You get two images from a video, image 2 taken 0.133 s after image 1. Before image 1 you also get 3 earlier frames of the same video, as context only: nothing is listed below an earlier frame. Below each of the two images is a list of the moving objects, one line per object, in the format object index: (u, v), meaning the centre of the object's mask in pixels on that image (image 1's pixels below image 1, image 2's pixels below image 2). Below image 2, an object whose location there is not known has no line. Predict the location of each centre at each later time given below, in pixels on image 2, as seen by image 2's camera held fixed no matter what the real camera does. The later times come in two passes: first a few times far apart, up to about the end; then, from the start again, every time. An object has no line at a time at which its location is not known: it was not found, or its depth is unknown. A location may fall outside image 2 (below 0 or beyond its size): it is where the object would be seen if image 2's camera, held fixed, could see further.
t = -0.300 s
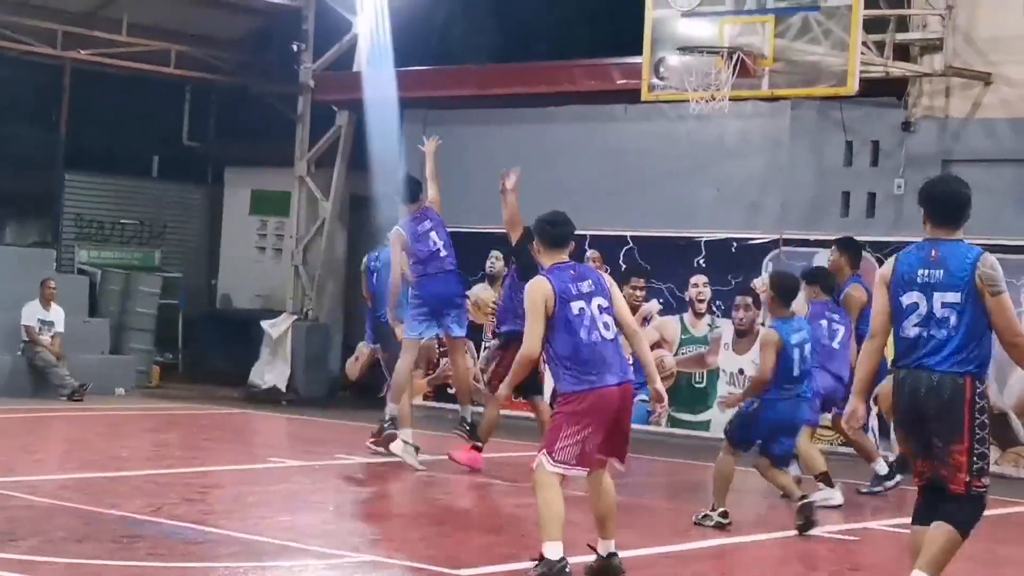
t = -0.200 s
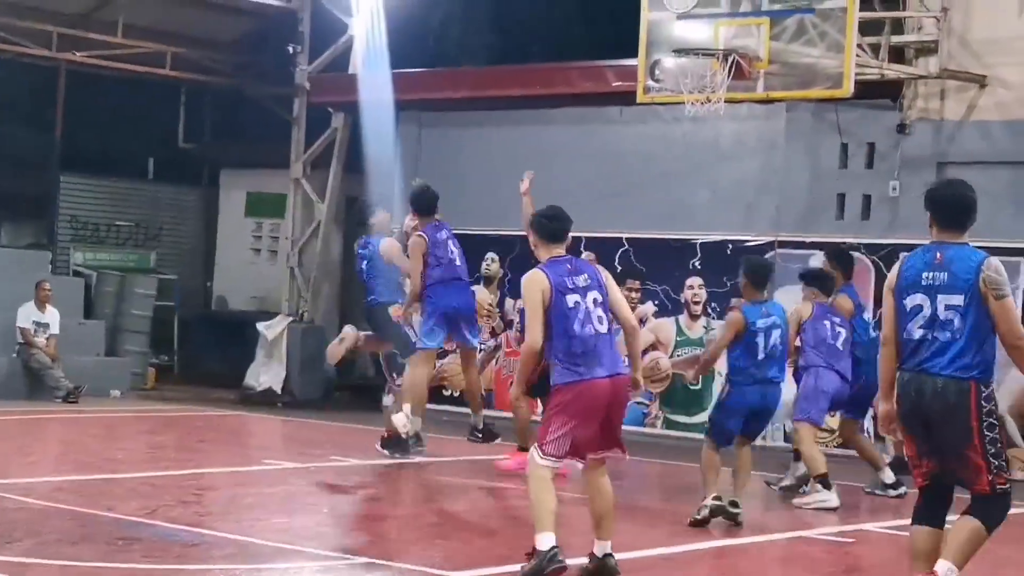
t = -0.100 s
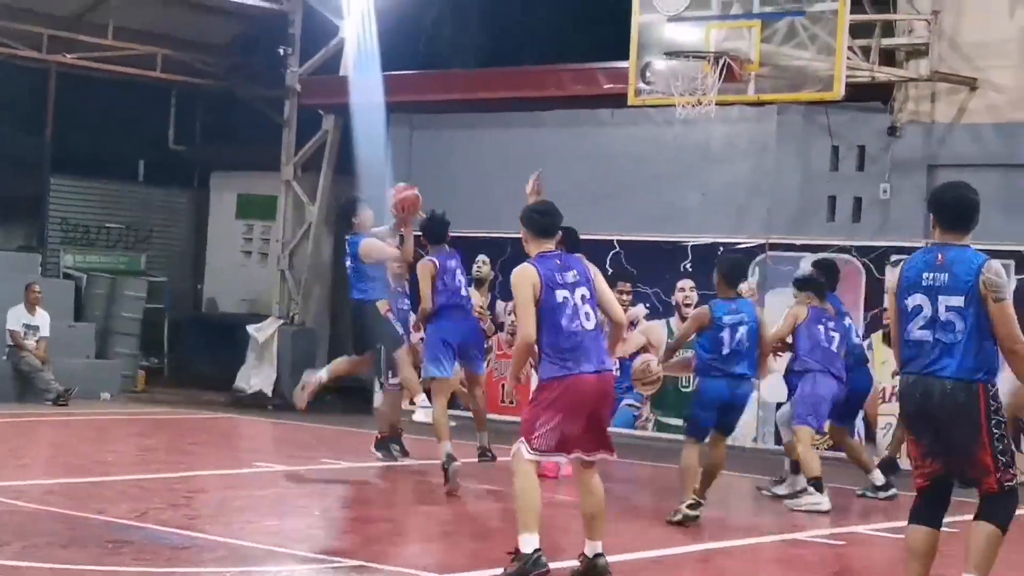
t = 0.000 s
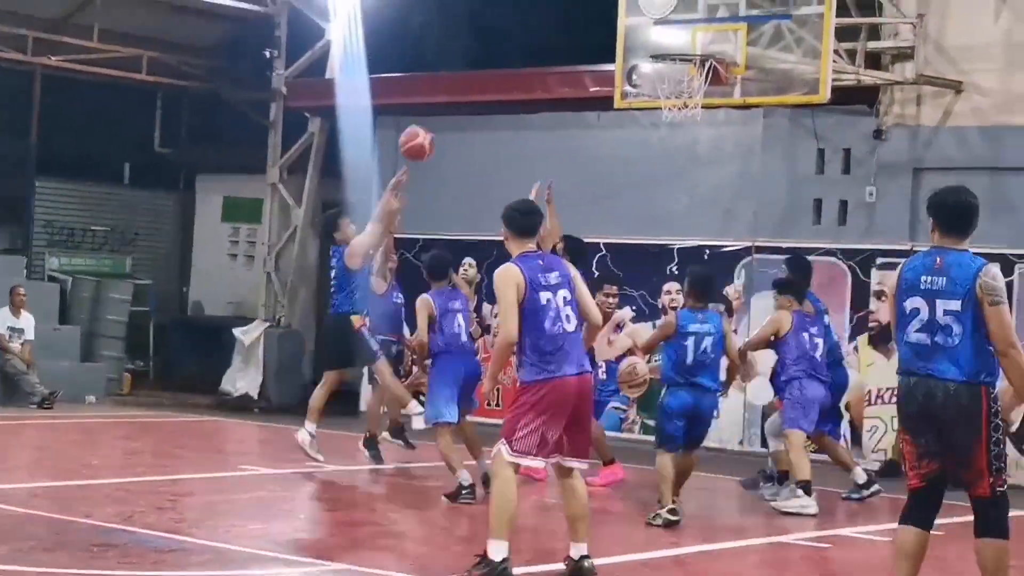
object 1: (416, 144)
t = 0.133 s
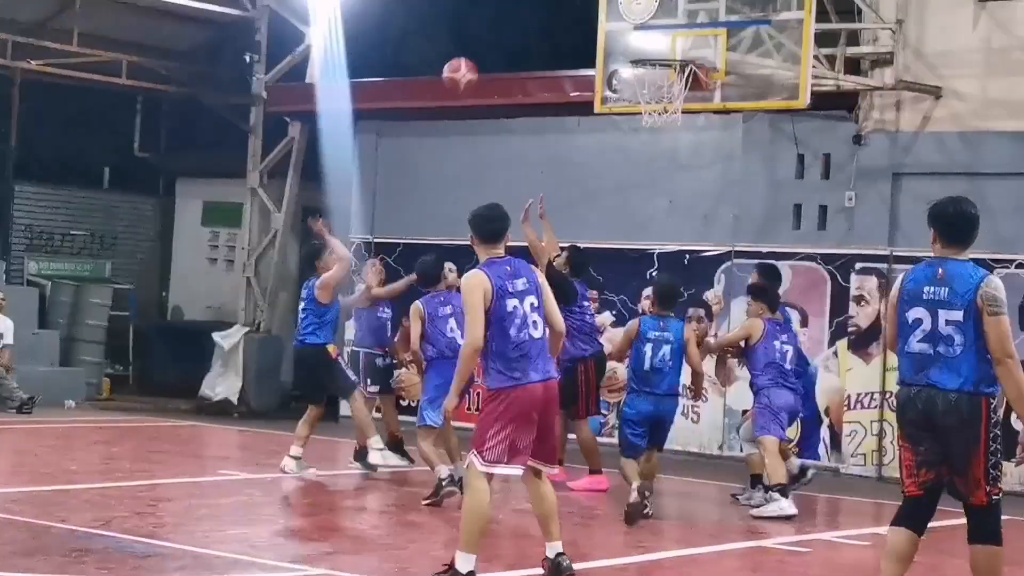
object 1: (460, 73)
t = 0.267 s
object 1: (521, 28)
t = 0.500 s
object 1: (625, 6)
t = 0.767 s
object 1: (706, 49)
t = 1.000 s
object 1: (715, 79)
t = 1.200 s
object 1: (723, 170)
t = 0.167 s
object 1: (476, 60)
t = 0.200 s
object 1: (491, 49)
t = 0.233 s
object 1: (506, 38)
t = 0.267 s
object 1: (521, 28)
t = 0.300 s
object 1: (536, 21)
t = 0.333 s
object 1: (551, 15)
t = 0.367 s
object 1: (566, 9)
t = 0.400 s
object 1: (580, 7)
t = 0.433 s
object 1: (595, 5)
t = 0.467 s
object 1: (610, 4)
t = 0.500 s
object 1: (625, 6)
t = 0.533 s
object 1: (639, 9)
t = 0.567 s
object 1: (653, 14)
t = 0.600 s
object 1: (668, 20)
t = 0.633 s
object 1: (675, 24)
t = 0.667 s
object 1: (688, 32)
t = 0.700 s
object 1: (701, 43)
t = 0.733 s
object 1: (704, 49)
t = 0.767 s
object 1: (706, 49)
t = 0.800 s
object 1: (709, 49)
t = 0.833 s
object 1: (711, 50)
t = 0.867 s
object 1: (711, 52)
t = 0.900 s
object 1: (713, 56)
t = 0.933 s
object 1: (714, 62)
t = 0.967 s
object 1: (715, 71)
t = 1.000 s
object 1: (715, 79)
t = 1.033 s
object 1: (716, 89)
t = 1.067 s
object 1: (718, 102)
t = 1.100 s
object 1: (719, 118)
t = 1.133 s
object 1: (719, 134)
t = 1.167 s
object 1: (721, 152)
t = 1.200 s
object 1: (723, 170)
